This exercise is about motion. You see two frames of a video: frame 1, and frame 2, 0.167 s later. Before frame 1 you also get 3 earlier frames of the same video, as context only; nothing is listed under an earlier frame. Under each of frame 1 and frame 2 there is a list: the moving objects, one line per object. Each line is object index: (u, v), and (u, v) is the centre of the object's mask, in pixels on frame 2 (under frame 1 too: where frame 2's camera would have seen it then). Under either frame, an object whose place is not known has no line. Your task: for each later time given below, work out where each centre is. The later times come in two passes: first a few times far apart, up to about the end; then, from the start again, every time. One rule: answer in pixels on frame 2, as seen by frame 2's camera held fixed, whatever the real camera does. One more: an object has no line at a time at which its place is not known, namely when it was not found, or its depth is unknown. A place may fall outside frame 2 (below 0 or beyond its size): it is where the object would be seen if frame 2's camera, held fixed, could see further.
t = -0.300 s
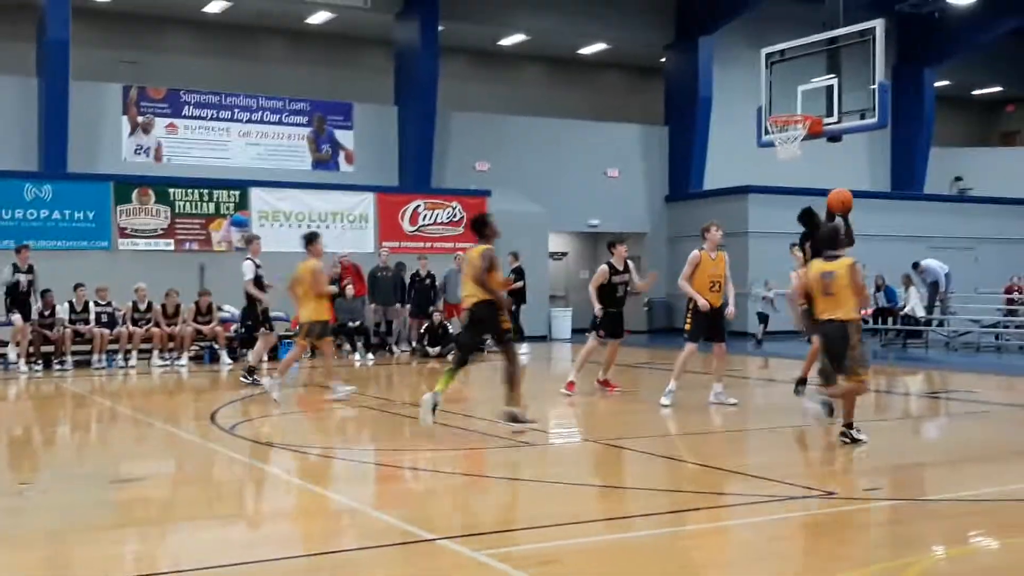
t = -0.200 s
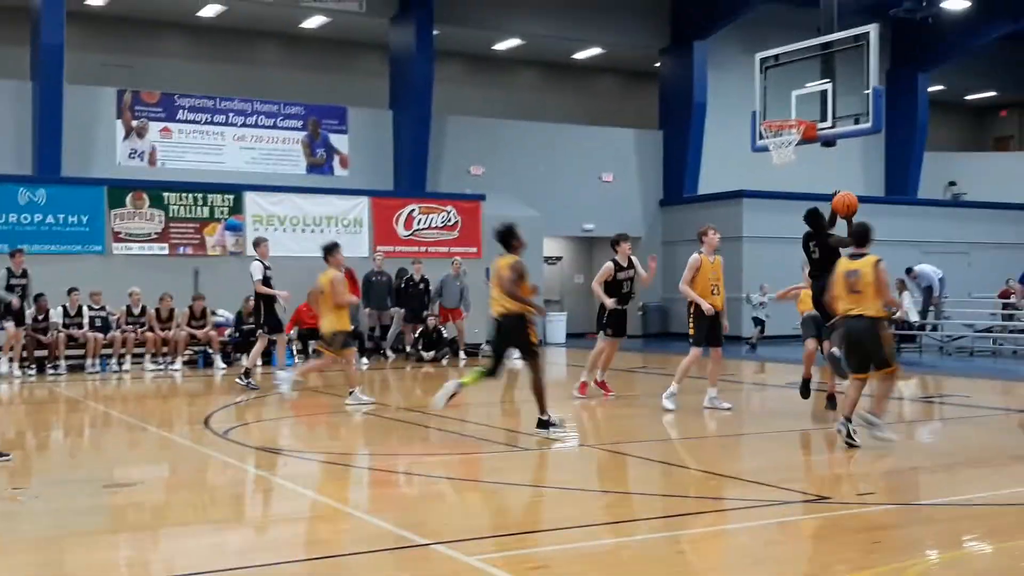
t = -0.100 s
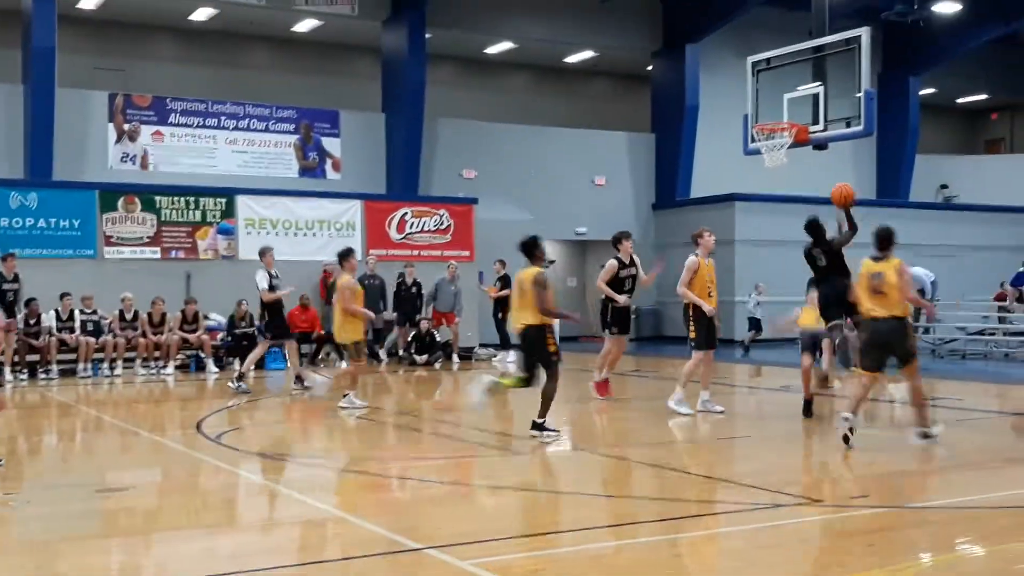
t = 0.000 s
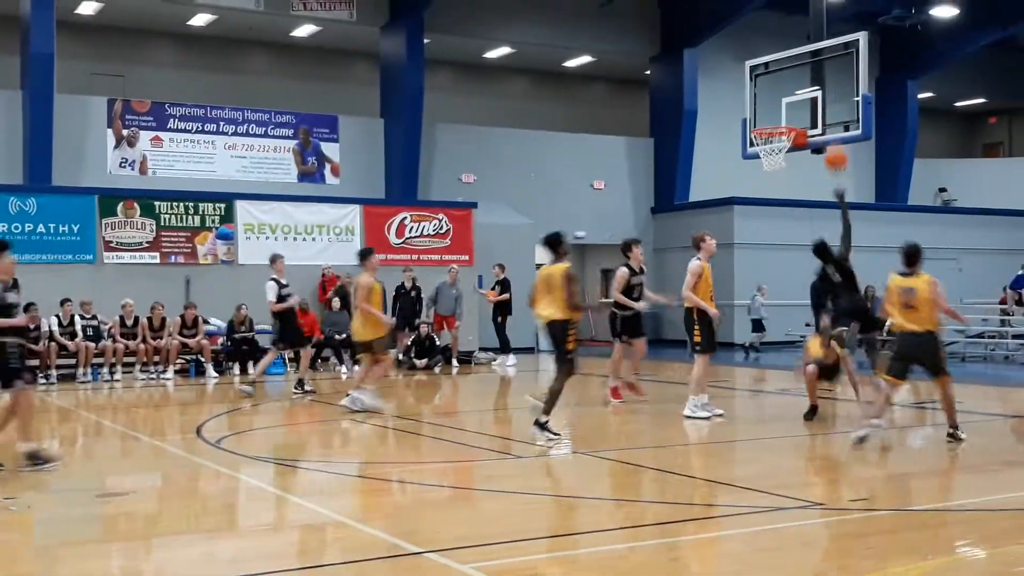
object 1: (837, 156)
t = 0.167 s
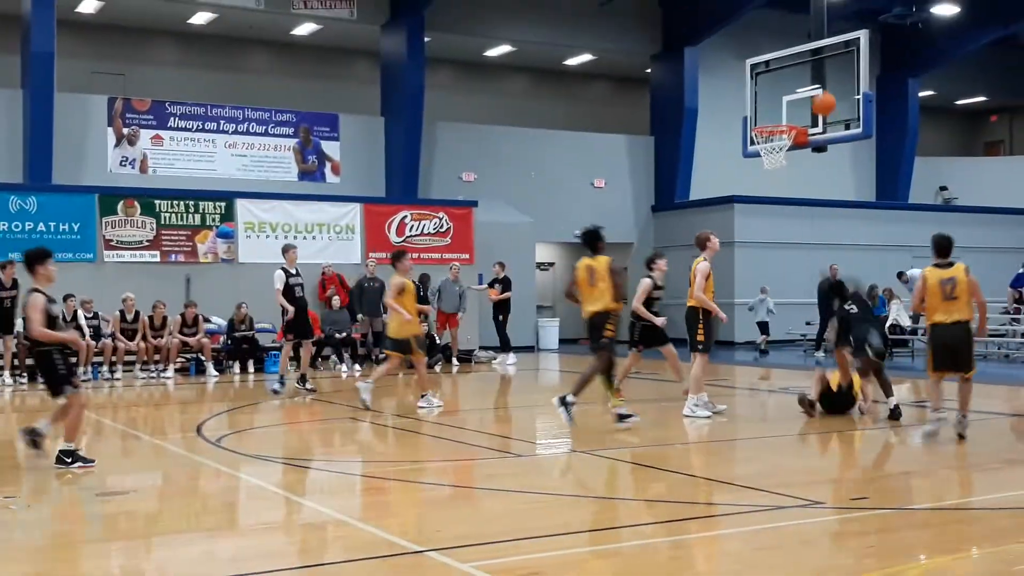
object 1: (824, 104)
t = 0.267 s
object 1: (817, 87)
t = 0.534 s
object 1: (788, 86)
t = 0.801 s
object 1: (761, 104)
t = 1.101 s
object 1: (753, 107)
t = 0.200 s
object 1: (822, 97)
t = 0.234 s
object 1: (820, 91)
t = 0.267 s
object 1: (817, 87)
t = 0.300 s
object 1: (815, 83)
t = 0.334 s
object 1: (813, 80)
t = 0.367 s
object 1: (811, 79)
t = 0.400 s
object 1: (809, 78)
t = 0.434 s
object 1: (804, 79)
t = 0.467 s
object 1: (799, 80)
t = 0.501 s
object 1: (794, 83)
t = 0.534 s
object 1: (788, 86)
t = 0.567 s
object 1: (784, 91)
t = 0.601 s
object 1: (779, 97)
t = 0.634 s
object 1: (773, 104)
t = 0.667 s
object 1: (768, 113)
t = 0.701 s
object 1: (763, 117)
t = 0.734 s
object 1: (762, 114)
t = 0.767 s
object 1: (762, 109)
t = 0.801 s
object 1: (761, 104)
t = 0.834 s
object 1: (760, 100)
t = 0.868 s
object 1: (759, 97)
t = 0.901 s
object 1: (759, 96)
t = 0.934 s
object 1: (758, 96)
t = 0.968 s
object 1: (758, 96)
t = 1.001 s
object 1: (758, 97)
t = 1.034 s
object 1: (756, 100)
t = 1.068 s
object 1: (754, 103)
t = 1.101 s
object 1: (753, 107)
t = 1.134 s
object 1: (752, 113)
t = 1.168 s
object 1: (751, 119)
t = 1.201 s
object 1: (751, 127)
